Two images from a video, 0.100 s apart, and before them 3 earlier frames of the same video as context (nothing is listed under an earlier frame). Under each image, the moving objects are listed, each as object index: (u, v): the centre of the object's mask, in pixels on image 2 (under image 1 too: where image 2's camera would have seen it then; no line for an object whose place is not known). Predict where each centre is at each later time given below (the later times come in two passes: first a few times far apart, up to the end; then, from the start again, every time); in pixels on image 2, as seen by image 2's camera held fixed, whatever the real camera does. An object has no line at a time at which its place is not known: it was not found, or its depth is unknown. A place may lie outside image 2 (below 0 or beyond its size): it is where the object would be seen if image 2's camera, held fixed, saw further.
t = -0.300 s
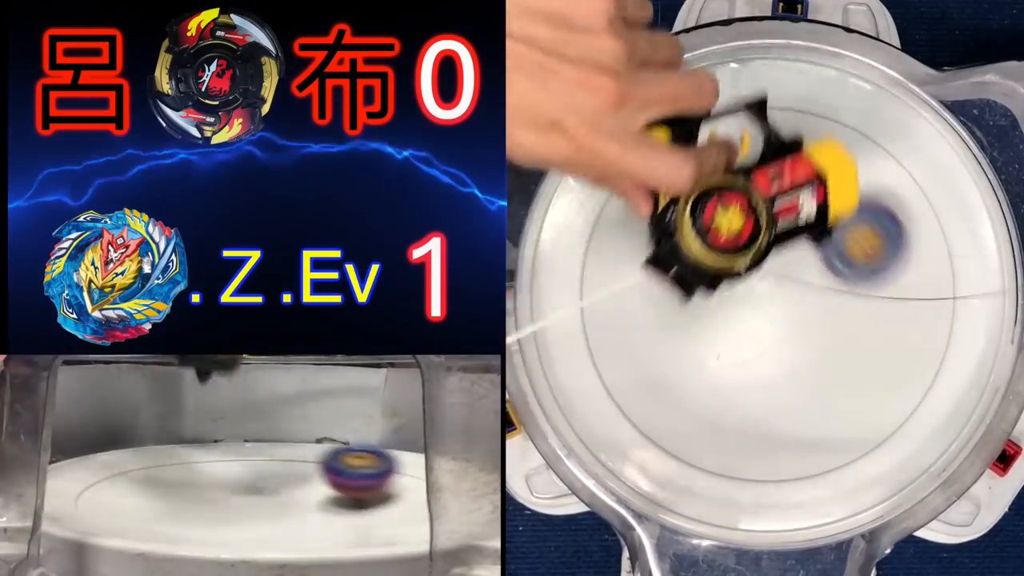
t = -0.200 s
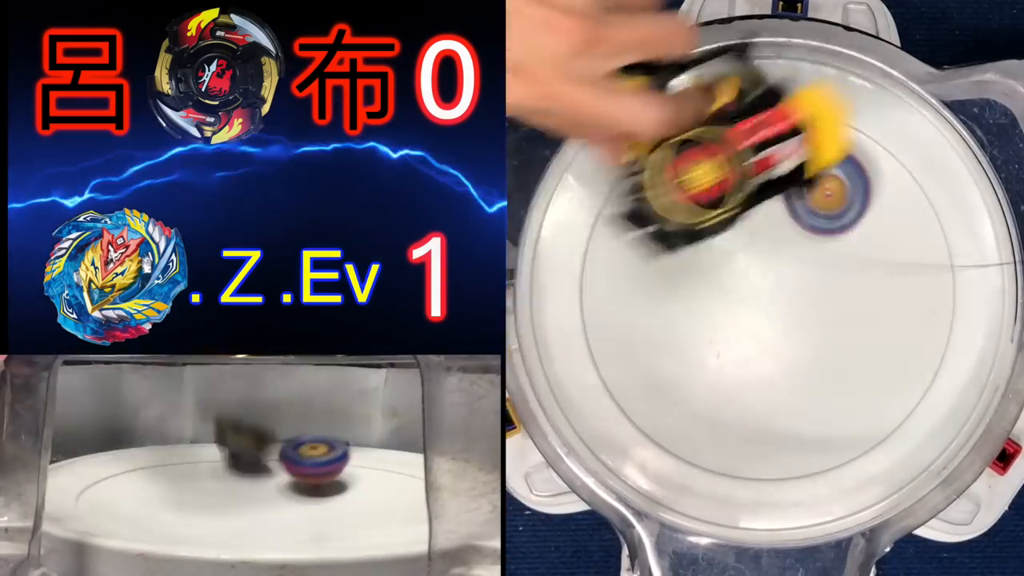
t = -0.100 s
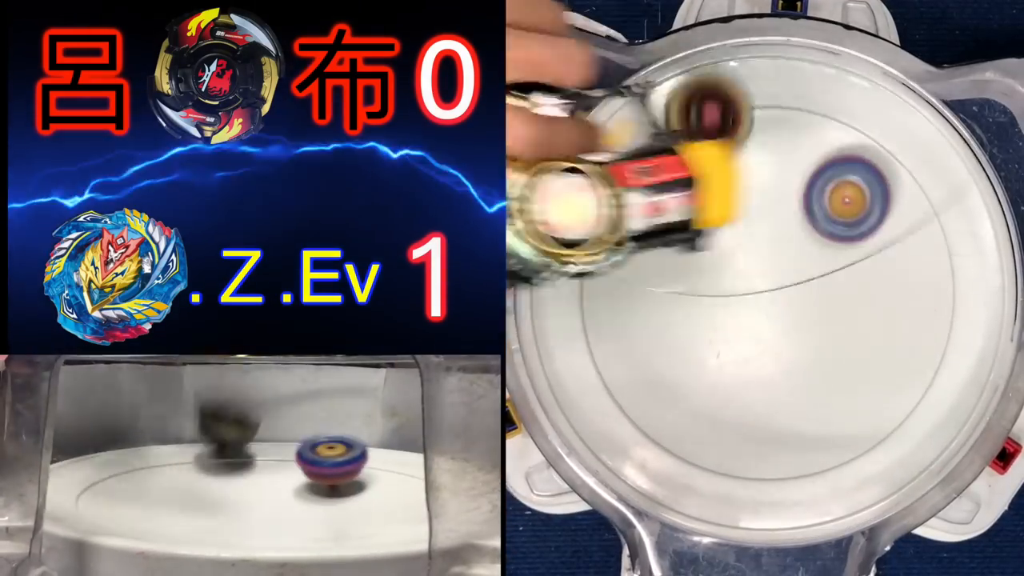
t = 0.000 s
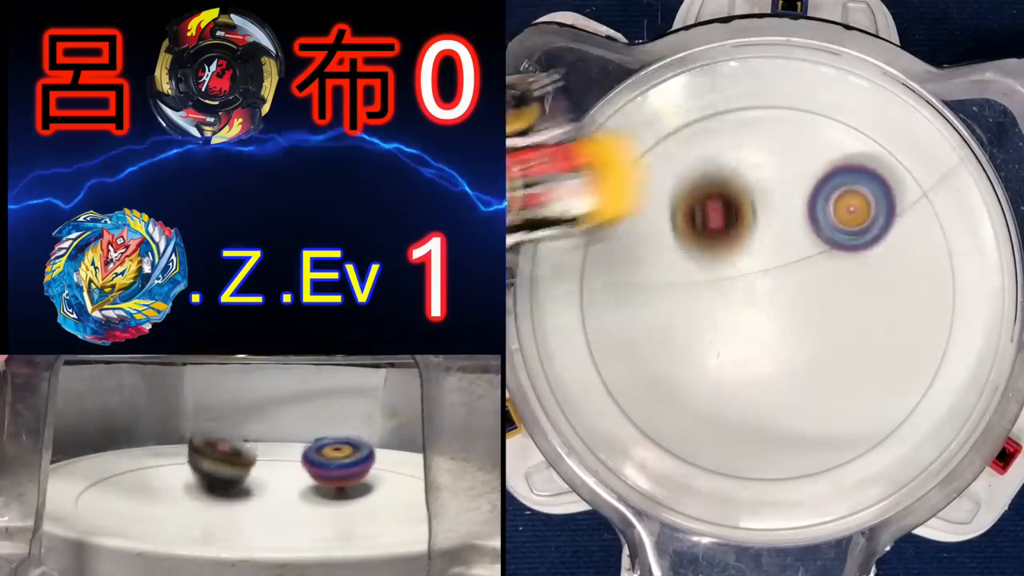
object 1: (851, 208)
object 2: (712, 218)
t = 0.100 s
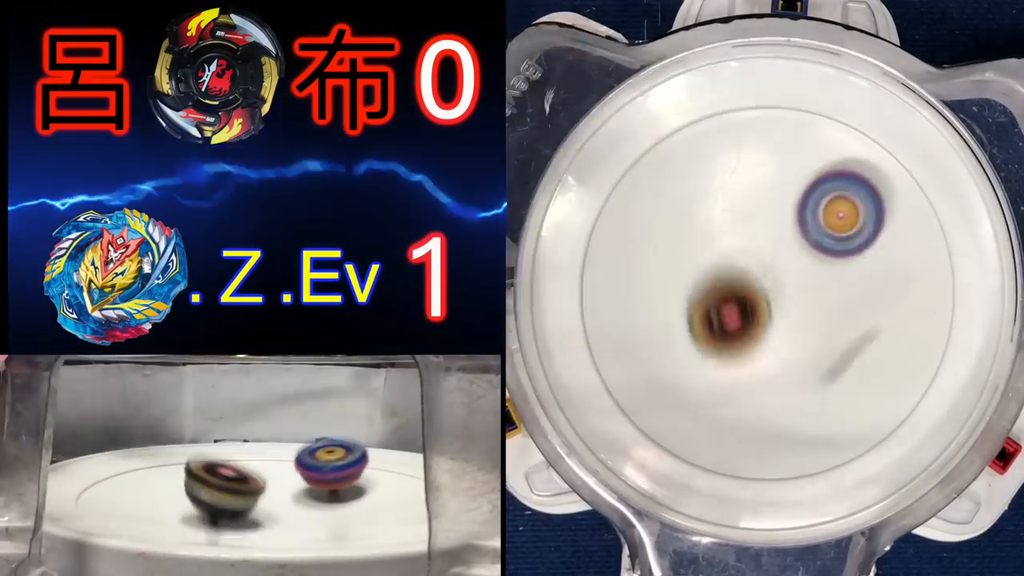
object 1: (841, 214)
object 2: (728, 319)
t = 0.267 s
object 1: (831, 243)
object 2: (778, 418)
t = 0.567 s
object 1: (919, 221)
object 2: (817, 411)
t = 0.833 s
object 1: (742, 189)
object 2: (748, 383)
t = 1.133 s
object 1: (589, 378)
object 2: (927, 372)
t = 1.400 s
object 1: (792, 417)
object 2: (861, 247)
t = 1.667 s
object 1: (932, 248)
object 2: (726, 241)
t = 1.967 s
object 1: (606, 204)
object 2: (787, 380)
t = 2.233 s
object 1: (776, 468)
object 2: (887, 369)
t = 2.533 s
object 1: (868, 255)
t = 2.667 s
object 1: (752, 194)
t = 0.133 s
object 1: (835, 215)
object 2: (736, 348)
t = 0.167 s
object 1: (831, 219)
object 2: (746, 371)
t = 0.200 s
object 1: (828, 224)
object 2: (756, 392)
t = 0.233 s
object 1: (829, 233)
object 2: (767, 408)
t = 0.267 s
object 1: (831, 243)
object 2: (778, 418)
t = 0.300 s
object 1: (834, 253)
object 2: (788, 423)
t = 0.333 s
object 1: (839, 263)
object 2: (798, 422)
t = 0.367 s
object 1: (844, 272)
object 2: (807, 416)
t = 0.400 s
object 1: (851, 280)
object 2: (817, 407)
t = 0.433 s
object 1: (859, 286)
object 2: (826, 394)
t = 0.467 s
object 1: (867, 290)
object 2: (835, 381)
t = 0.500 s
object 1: (882, 276)
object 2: (837, 378)
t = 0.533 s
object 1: (904, 249)
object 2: (828, 396)
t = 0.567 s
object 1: (919, 221)
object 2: (817, 411)
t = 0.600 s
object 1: (923, 198)
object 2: (805, 421)
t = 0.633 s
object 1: (913, 179)
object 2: (793, 427)
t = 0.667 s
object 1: (895, 162)
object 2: (783, 428)
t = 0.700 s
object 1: (870, 152)
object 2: (773, 424)
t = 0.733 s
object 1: (839, 149)
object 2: (764, 417)
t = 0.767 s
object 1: (808, 154)
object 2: (756, 411)
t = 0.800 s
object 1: (773, 168)
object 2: (751, 398)
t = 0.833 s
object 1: (742, 189)
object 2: (748, 383)
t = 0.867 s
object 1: (715, 216)
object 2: (746, 369)
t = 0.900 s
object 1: (694, 249)
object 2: (746, 356)
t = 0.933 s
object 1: (678, 284)
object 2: (748, 346)
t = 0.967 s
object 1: (644, 303)
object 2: (777, 356)
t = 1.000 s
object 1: (610, 320)
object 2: (811, 367)
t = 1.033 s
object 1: (582, 339)
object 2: (844, 374)
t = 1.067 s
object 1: (578, 353)
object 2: (875, 377)
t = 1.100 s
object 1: (581, 365)
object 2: (903, 377)
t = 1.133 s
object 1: (589, 378)
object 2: (927, 372)
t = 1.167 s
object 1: (601, 390)
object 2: (946, 363)
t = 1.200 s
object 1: (618, 399)
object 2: (951, 350)
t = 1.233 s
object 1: (639, 407)
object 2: (946, 333)
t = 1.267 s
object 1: (664, 412)
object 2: (936, 316)
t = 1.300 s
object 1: (693, 416)
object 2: (922, 298)
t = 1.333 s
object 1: (725, 418)
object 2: (904, 280)
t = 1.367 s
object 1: (757, 419)
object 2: (884, 263)
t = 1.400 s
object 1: (792, 417)
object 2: (861, 247)
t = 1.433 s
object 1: (827, 413)
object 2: (840, 232)
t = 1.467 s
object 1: (863, 401)
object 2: (819, 223)
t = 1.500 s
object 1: (893, 385)
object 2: (799, 217)
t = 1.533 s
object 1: (918, 364)
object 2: (779, 214)
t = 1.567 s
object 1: (937, 338)
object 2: (761, 215)
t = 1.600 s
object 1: (949, 309)
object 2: (747, 221)
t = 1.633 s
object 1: (945, 278)
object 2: (735, 230)
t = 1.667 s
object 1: (932, 248)
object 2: (726, 241)
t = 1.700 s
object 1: (911, 218)
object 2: (722, 256)
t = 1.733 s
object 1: (882, 191)
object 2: (722, 273)
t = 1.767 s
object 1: (847, 169)
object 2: (724, 290)
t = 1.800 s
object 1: (806, 152)
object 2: (729, 308)
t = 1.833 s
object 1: (764, 144)
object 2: (737, 327)
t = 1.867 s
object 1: (717, 144)
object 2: (747, 343)
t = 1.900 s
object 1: (675, 153)
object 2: (758, 360)
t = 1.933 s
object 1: (630, 171)
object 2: (772, 369)
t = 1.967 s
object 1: (606, 204)
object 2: (787, 380)
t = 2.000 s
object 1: (596, 248)
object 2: (802, 388)
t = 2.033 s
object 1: (591, 296)
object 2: (818, 398)
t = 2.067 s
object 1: (591, 343)
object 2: (833, 400)
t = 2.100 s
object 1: (611, 381)
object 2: (848, 399)
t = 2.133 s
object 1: (641, 420)
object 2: (861, 389)
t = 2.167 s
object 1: (683, 447)
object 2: (872, 384)
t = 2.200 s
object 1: (728, 466)
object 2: (881, 377)
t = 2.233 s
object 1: (776, 468)
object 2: (887, 369)
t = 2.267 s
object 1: (820, 462)
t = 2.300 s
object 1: (862, 444)
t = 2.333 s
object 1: (893, 421)
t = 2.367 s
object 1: (903, 398)
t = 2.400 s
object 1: (909, 372)
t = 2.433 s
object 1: (909, 343)
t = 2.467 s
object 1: (902, 311)
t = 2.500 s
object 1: (887, 282)
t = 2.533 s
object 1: (868, 255)
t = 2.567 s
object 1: (844, 232)
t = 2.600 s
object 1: (816, 214)
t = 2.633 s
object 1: (784, 201)
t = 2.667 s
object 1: (752, 194)
